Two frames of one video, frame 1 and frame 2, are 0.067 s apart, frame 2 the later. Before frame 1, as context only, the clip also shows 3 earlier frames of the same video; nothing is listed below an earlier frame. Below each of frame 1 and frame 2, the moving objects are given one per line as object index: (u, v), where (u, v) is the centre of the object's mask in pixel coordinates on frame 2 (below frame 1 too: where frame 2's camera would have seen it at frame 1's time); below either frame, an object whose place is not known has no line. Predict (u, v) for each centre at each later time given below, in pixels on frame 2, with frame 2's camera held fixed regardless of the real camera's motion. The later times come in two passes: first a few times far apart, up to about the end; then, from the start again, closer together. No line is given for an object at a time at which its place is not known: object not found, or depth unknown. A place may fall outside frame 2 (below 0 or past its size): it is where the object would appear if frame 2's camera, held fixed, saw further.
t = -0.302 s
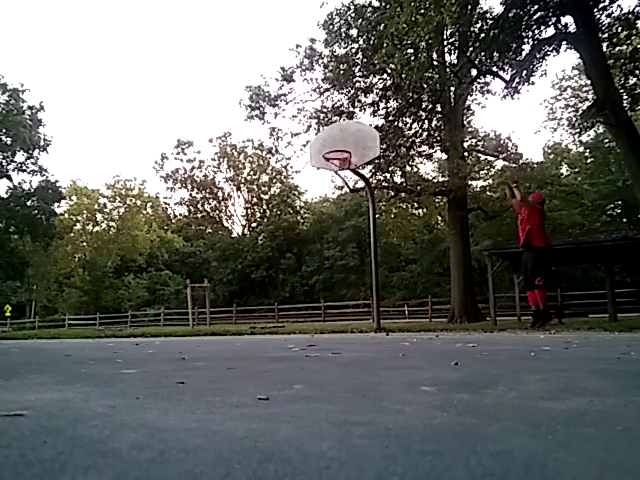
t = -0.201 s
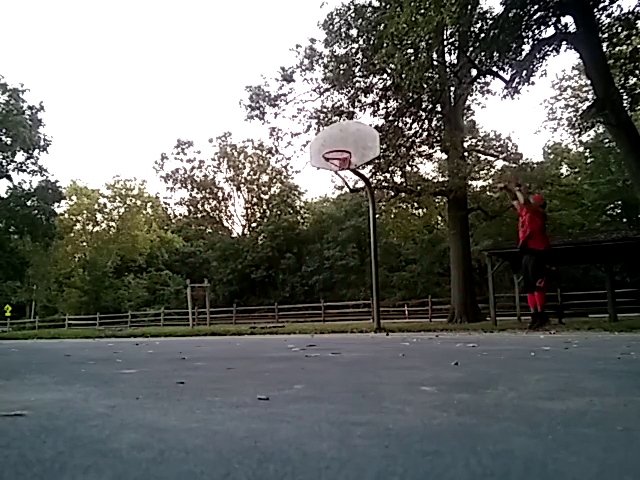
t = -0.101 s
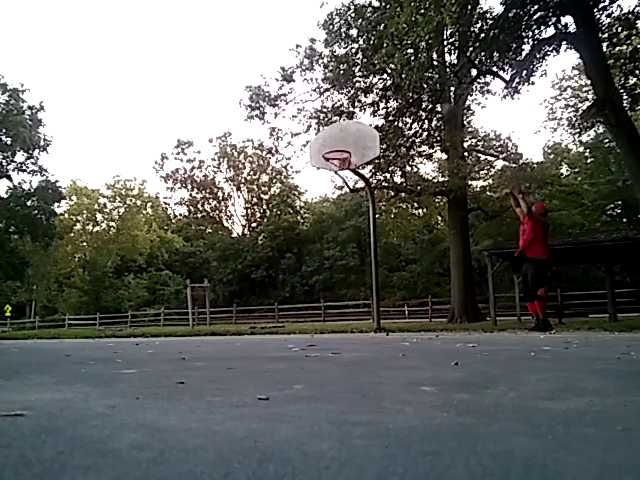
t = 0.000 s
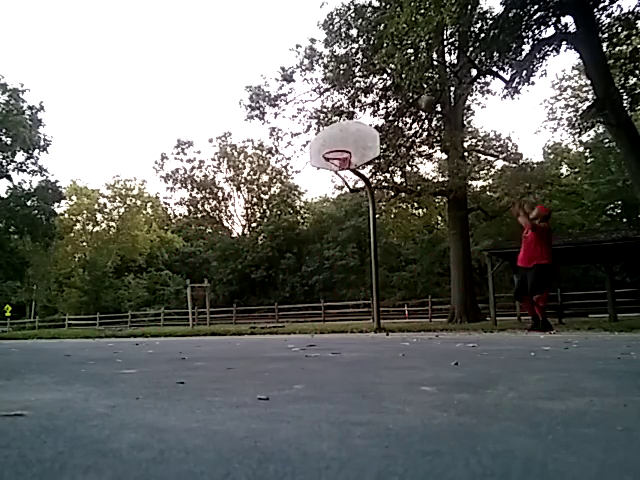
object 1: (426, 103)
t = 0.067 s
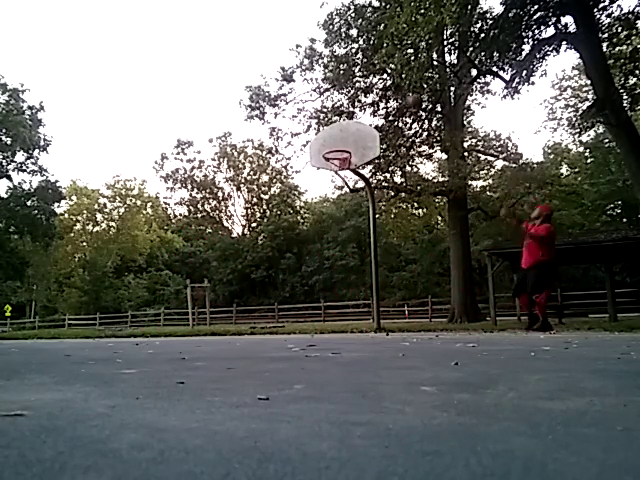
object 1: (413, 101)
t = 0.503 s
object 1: (340, 146)
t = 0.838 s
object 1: (333, 209)
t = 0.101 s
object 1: (407, 103)
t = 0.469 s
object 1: (345, 141)
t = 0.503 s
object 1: (340, 146)
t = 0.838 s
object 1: (333, 209)
